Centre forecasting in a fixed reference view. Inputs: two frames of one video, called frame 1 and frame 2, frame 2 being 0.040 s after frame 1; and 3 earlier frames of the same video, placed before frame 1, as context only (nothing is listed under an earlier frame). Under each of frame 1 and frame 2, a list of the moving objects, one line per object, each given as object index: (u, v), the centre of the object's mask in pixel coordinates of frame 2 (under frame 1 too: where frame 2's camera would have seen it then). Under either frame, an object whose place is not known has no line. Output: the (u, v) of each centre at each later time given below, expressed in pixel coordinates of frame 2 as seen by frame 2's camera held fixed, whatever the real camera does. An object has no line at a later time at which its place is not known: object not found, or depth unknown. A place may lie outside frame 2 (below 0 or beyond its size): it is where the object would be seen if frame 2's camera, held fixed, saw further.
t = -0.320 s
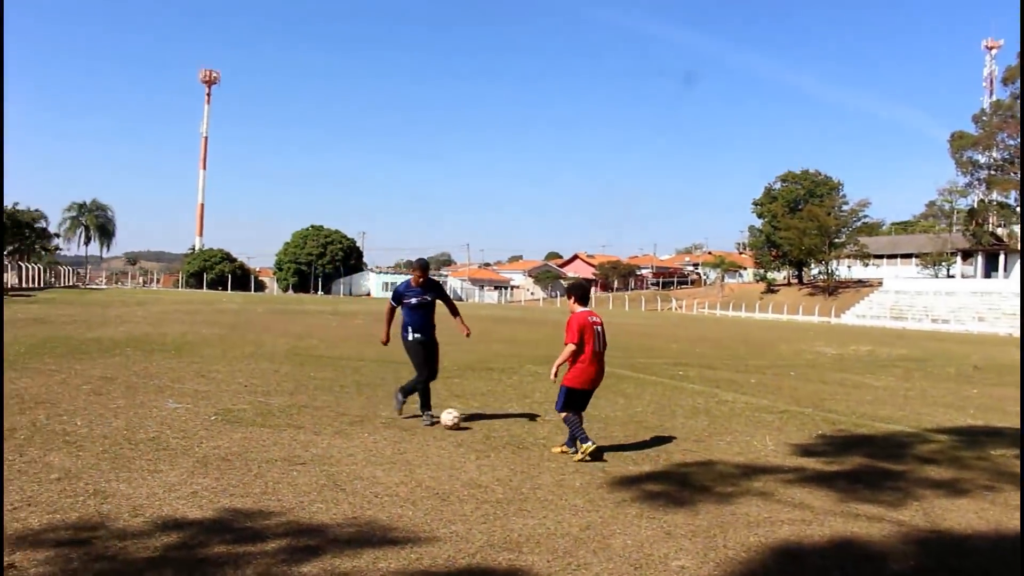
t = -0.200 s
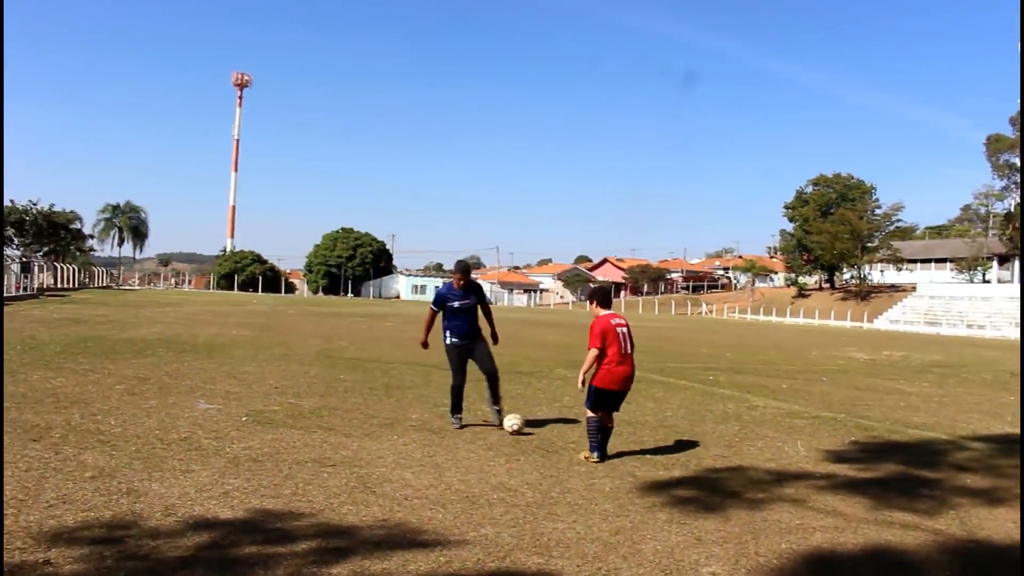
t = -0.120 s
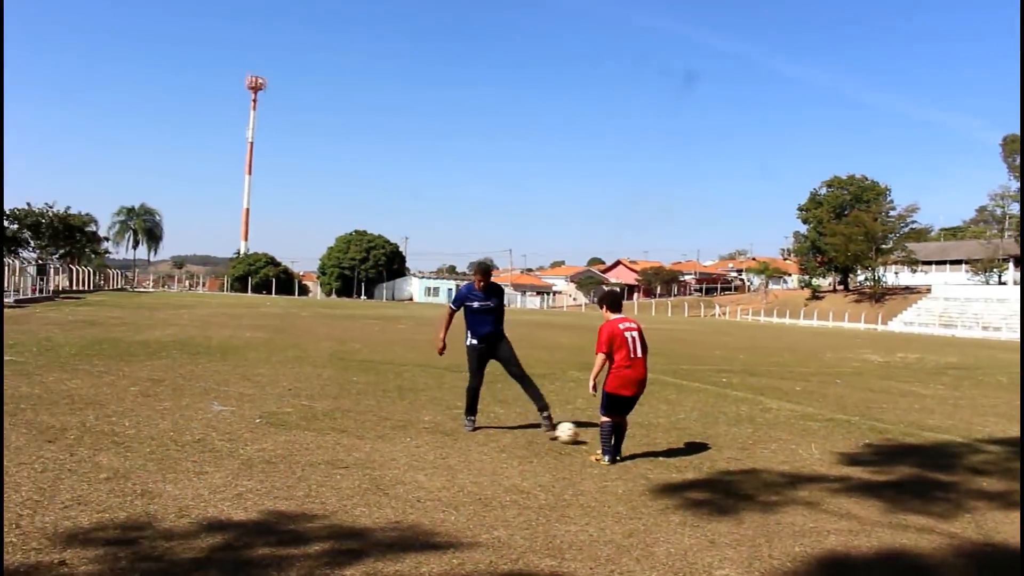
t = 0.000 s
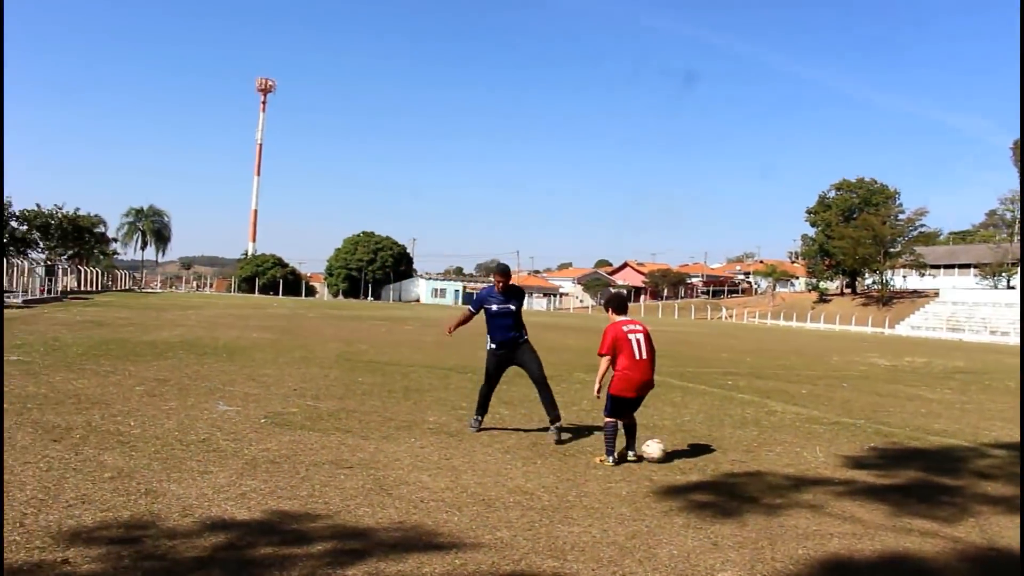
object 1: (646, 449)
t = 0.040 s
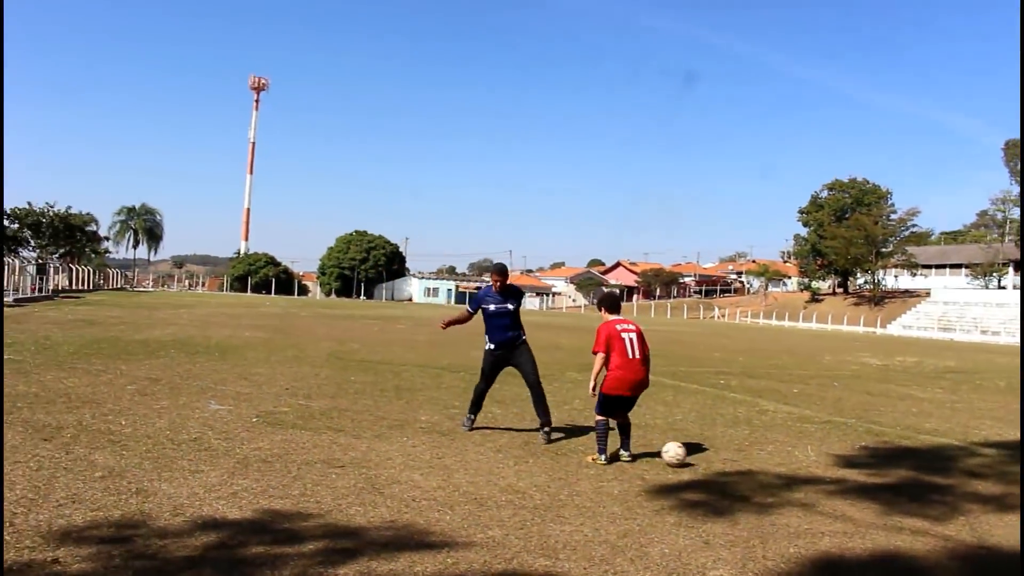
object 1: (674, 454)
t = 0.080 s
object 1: (703, 459)
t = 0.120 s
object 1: (734, 464)
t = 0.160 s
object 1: (766, 472)
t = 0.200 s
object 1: (797, 476)
